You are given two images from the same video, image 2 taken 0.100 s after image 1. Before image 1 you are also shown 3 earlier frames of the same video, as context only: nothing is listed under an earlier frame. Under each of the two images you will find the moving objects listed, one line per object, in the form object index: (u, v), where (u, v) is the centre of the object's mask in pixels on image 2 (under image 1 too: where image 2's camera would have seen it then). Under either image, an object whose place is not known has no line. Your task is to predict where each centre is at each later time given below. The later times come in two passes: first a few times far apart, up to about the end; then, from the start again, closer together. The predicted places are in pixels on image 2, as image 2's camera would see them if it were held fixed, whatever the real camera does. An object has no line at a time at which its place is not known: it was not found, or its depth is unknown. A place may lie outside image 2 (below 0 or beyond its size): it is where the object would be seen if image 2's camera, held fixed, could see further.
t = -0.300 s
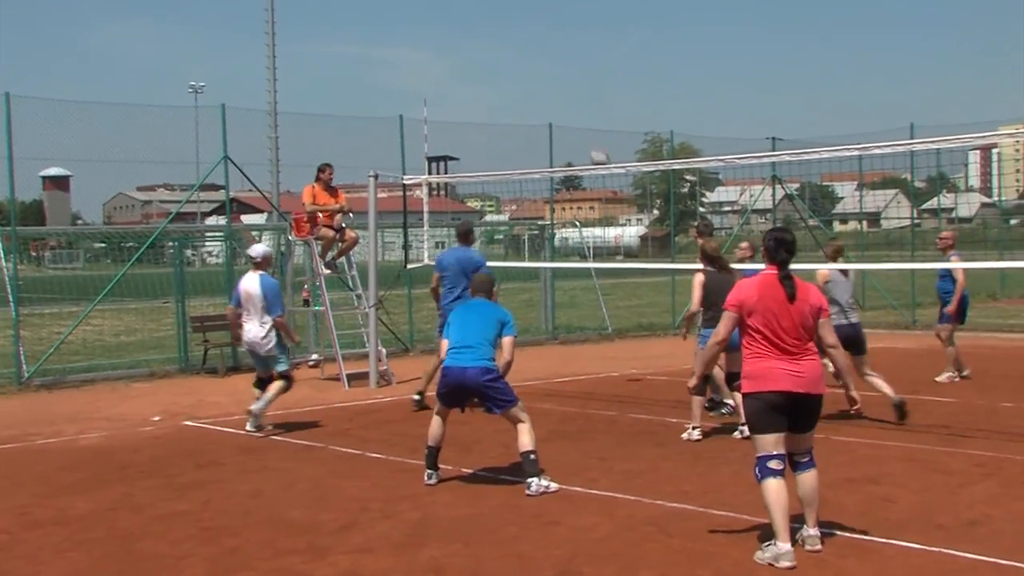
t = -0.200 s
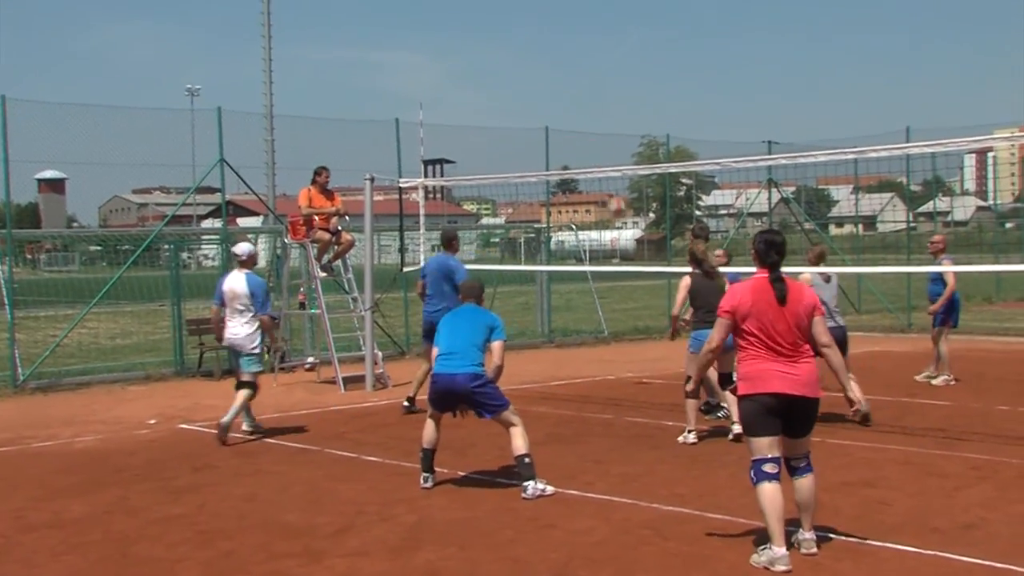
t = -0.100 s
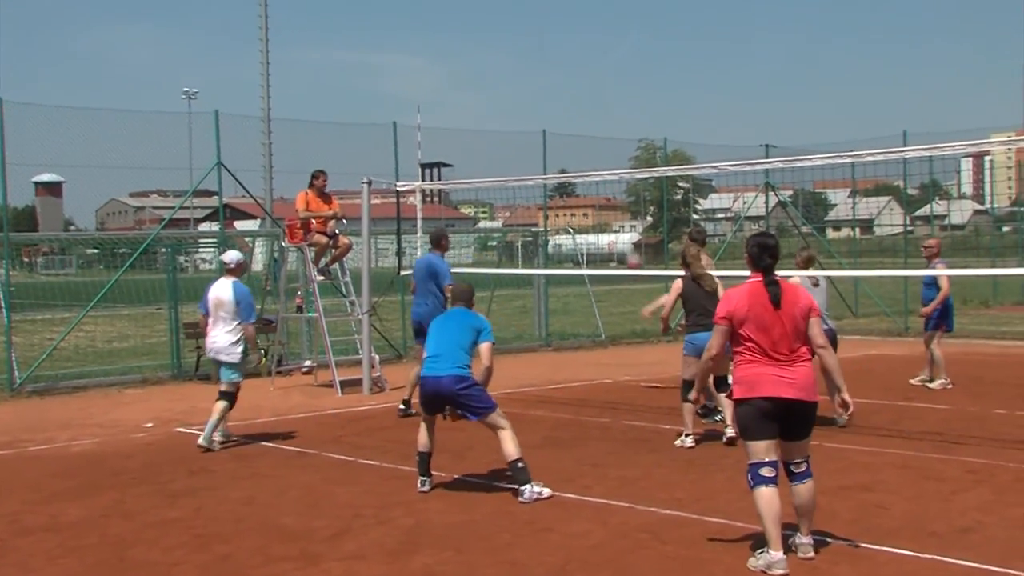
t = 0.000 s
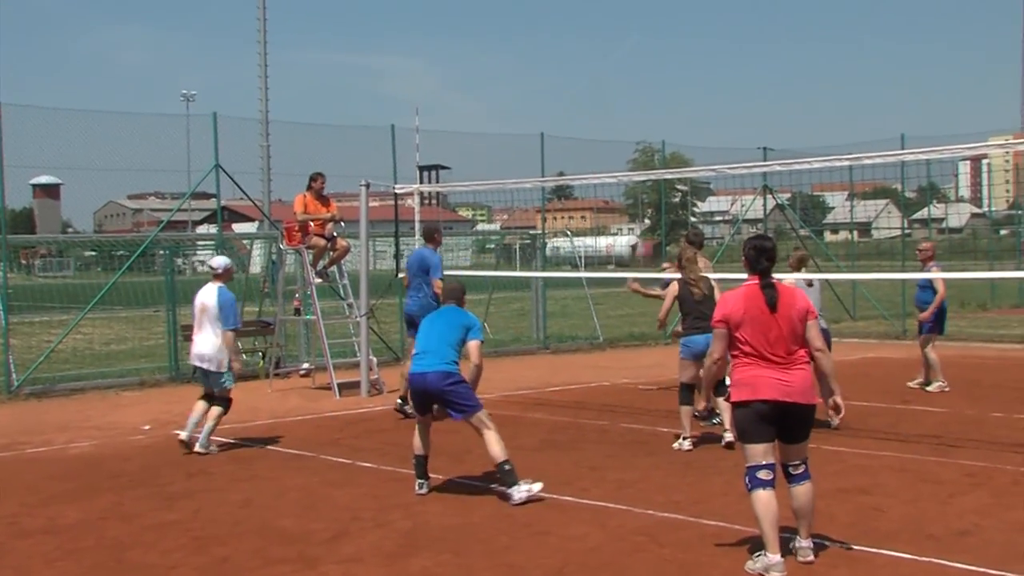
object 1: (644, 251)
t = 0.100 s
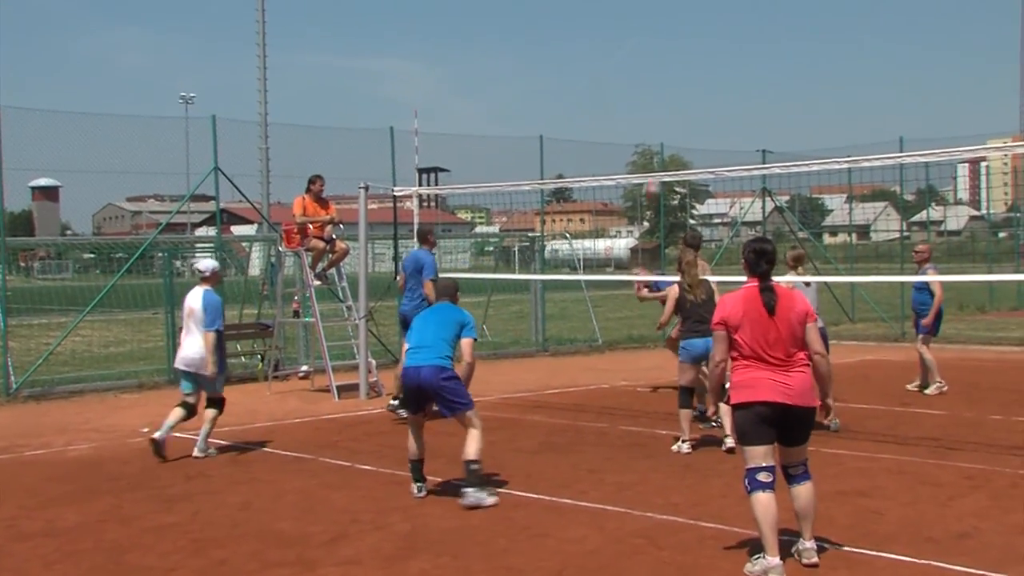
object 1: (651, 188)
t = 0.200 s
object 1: (660, 135)
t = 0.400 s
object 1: (679, 54)
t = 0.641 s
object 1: (704, 1)
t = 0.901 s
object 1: (733, 0)
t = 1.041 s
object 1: (749, 24)
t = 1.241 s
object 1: (773, 88)
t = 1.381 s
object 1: (789, 152)
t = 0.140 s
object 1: (654, 163)
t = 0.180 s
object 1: (658, 146)
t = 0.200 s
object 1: (660, 135)
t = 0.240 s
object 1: (664, 116)
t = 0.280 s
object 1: (667, 99)
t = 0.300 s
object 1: (670, 90)
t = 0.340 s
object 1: (673, 74)
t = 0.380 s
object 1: (677, 60)
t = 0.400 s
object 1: (679, 54)
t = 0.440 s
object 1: (683, 42)
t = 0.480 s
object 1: (687, 30)
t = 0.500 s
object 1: (689, 25)
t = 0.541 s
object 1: (694, 17)
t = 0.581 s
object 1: (698, 9)
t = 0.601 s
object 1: (700, 6)
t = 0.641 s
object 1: (704, 1)
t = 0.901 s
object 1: (733, 0)
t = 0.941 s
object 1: (738, 5)
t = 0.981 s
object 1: (743, 11)
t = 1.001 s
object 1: (745, 15)
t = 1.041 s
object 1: (749, 24)
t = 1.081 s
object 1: (754, 34)
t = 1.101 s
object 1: (756, 40)
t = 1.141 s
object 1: (761, 52)
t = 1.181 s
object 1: (765, 65)
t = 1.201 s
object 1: (768, 72)
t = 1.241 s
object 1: (773, 88)
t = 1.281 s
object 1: (777, 104)
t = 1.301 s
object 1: (780, 113)
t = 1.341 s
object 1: (784, 134)
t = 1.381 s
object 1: (789, 152)
